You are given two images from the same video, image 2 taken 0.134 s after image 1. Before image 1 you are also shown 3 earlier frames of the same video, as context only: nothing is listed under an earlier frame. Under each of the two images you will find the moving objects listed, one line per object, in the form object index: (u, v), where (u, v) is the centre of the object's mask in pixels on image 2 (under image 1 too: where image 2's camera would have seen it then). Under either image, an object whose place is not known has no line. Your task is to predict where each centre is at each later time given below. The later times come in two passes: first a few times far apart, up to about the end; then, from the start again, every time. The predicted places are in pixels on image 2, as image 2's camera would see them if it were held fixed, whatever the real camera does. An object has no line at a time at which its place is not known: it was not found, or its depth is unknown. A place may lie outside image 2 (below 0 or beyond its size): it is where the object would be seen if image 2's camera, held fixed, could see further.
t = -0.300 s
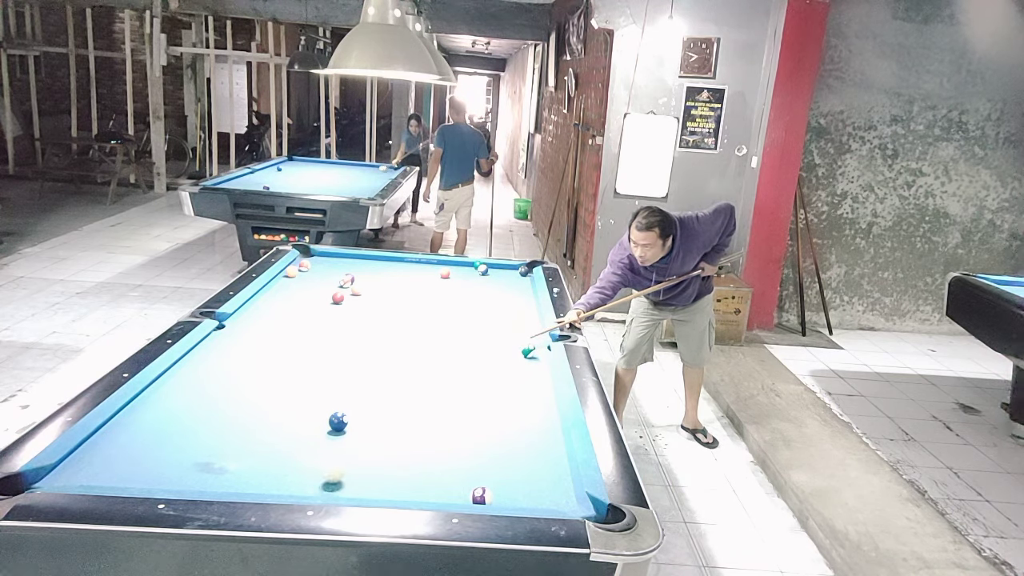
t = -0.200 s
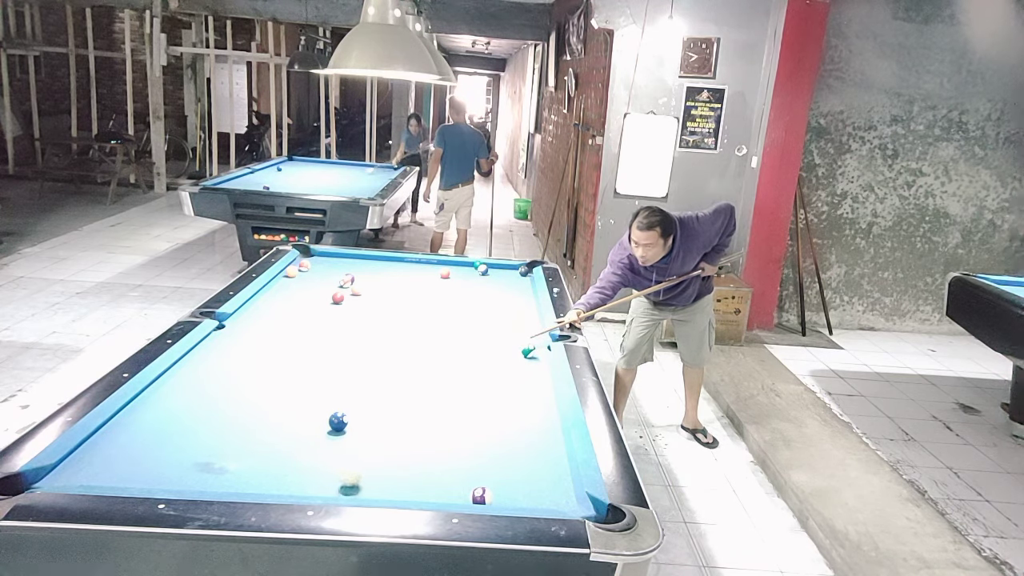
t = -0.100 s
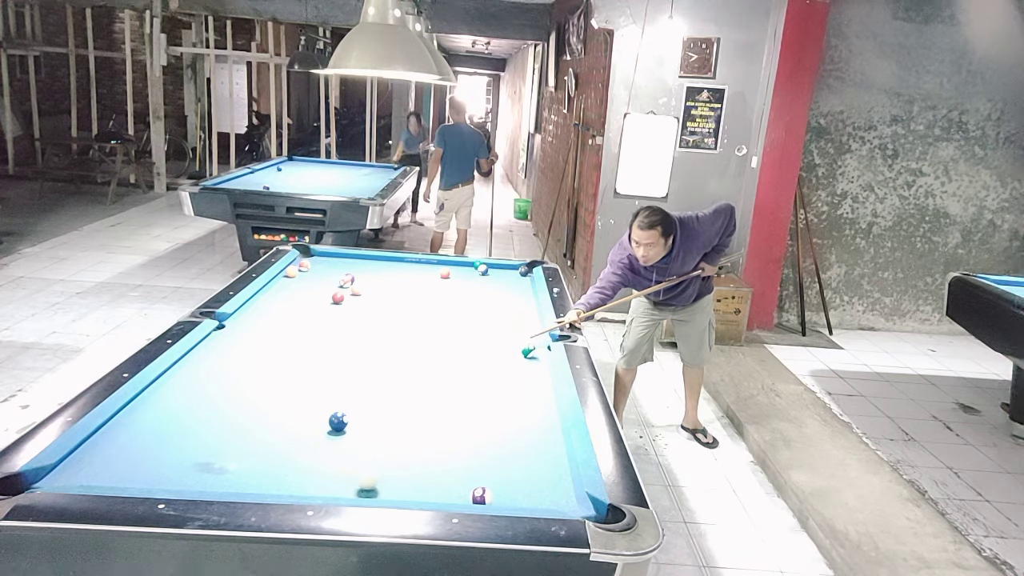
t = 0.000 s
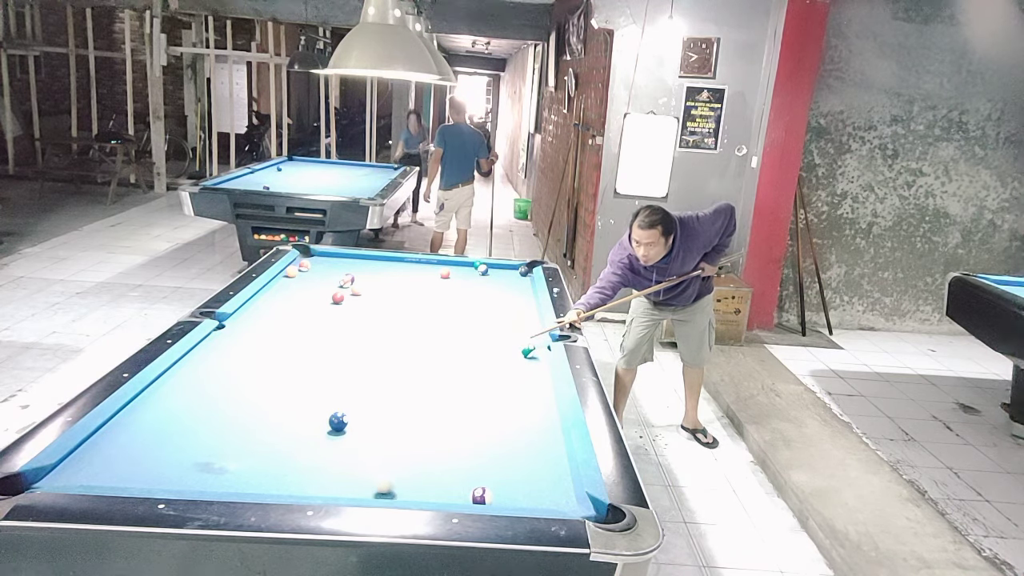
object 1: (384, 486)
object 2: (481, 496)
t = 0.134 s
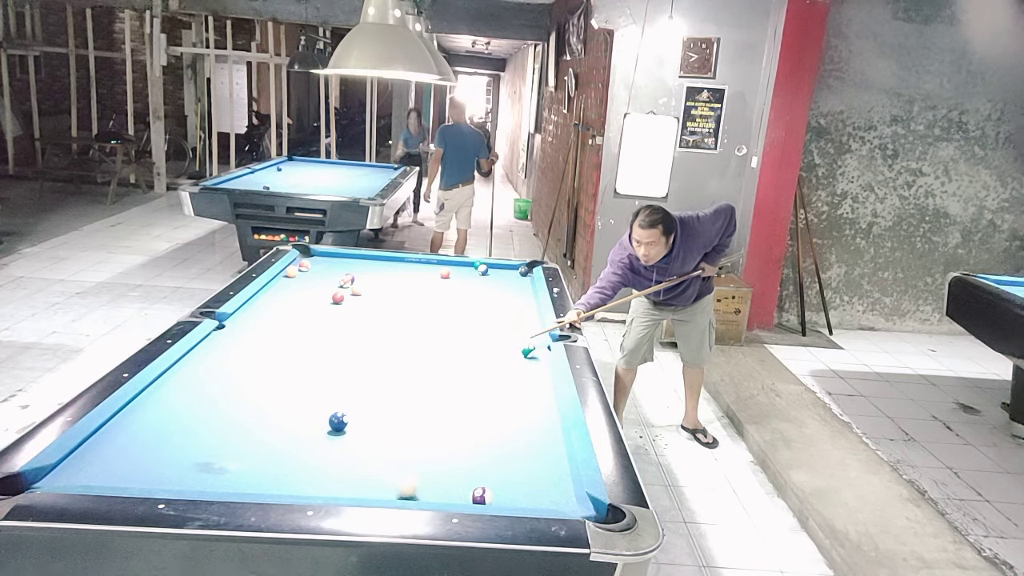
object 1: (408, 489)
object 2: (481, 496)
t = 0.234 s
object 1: (423, 491)
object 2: (481, 496)
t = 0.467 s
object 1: (460, 495)
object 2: (484, 496)
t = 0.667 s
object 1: (463, 495)
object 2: (503, 498)
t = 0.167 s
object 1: (412, 487)
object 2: (481, 496)
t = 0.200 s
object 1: (418, 489)
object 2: (481, 496)
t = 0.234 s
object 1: (423, 491)
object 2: (481, 496)
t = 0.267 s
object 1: (429, 492)
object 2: (481, 496)
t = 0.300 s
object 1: (435, 493)
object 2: (481, 496)
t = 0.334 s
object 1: (441, 494)
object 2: (481, 496)
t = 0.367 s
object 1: (446, 493)
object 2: (482, 496)
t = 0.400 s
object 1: (451, 492)
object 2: (481, 496)
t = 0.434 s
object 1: (457, 495)
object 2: (481, 496)
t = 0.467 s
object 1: (460, 495)
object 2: (484, 496)
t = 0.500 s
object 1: (461, 495)
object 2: (488, 496)
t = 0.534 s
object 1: (461, 495)
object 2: (492, 497)
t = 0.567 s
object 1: (462, 494)
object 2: (495, 498)
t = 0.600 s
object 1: (462, 494)
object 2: (498, 498)
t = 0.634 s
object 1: (463, 495)
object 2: (500, 498)
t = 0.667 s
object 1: (463, 495)
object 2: (503, 498)
